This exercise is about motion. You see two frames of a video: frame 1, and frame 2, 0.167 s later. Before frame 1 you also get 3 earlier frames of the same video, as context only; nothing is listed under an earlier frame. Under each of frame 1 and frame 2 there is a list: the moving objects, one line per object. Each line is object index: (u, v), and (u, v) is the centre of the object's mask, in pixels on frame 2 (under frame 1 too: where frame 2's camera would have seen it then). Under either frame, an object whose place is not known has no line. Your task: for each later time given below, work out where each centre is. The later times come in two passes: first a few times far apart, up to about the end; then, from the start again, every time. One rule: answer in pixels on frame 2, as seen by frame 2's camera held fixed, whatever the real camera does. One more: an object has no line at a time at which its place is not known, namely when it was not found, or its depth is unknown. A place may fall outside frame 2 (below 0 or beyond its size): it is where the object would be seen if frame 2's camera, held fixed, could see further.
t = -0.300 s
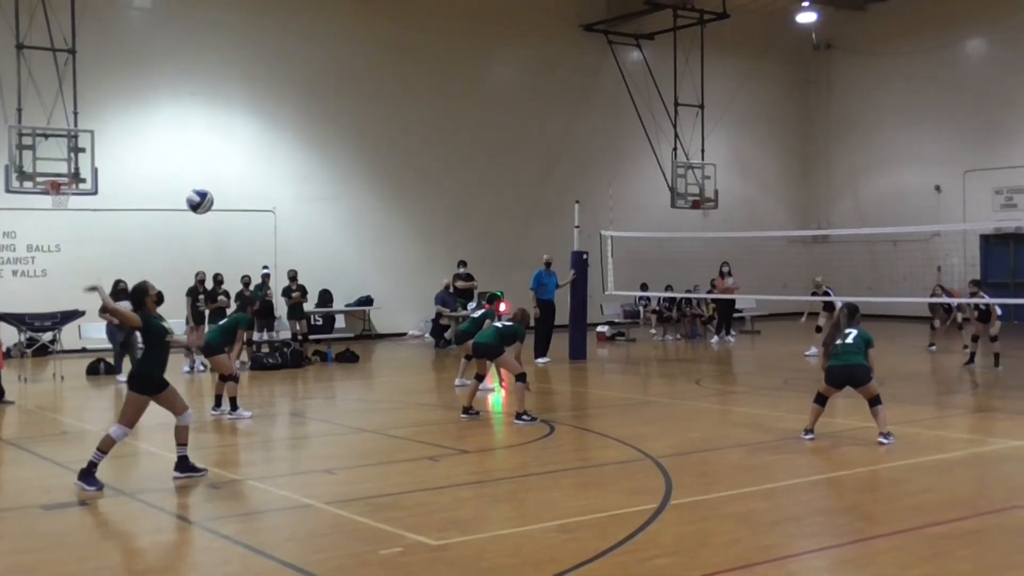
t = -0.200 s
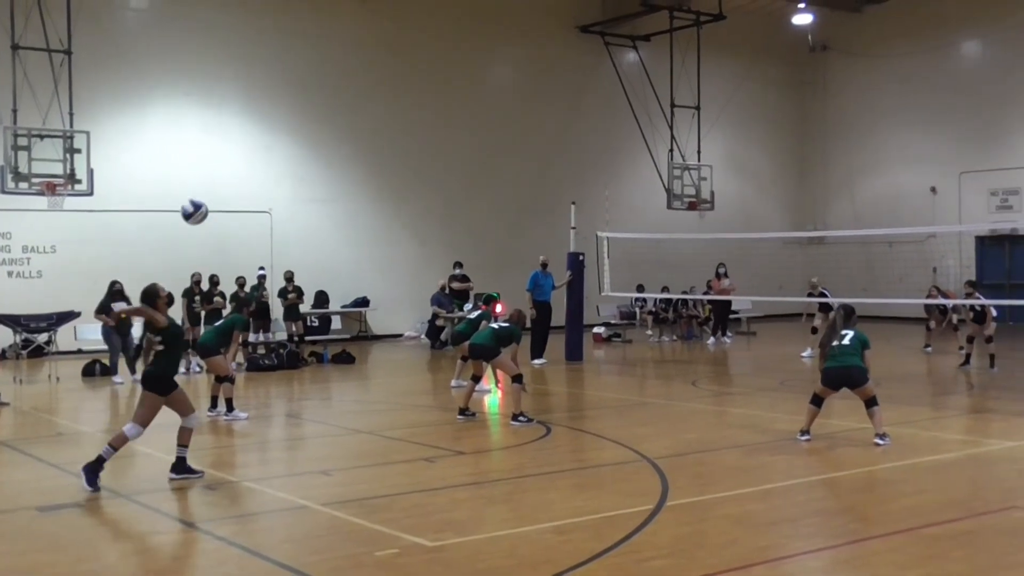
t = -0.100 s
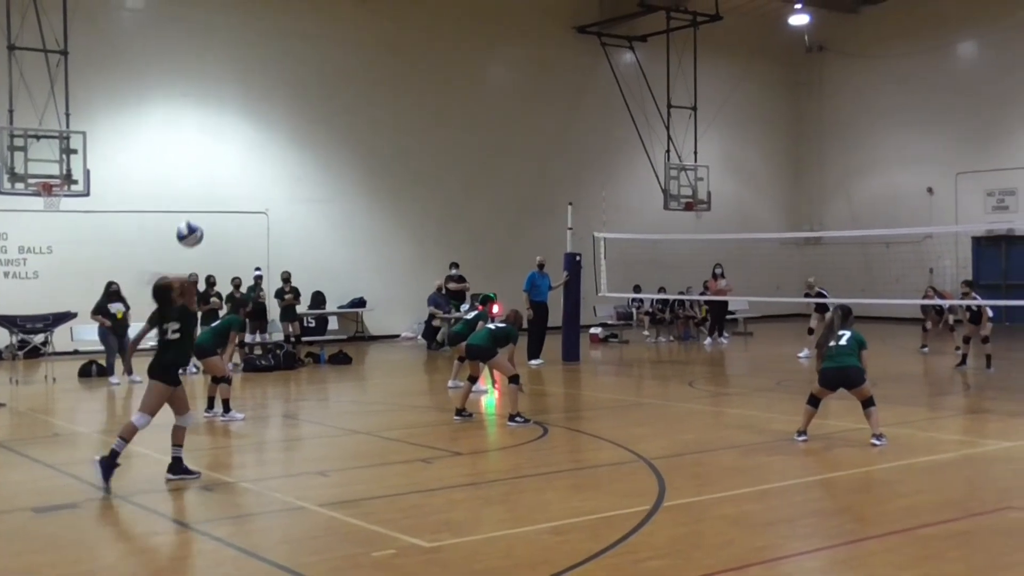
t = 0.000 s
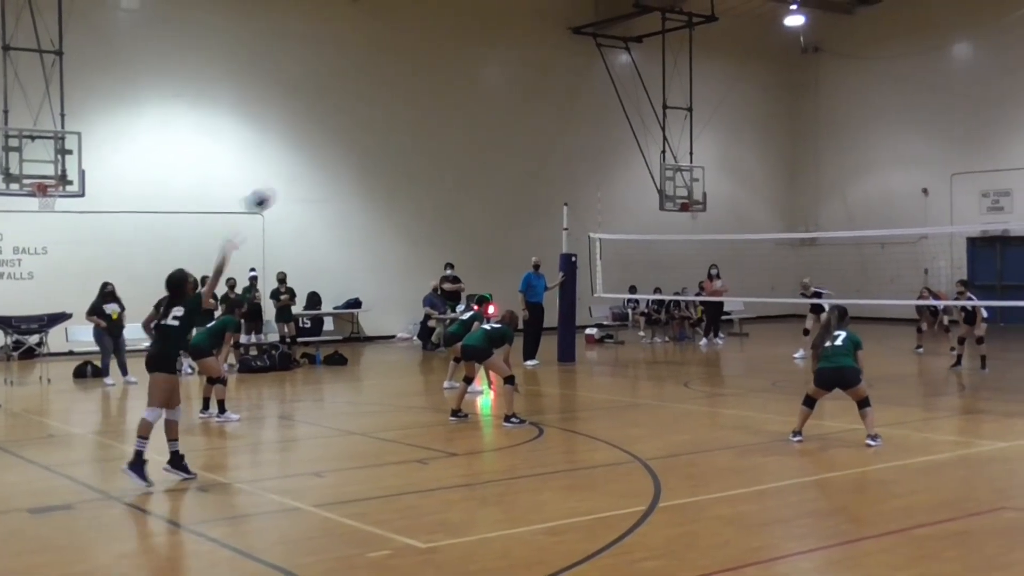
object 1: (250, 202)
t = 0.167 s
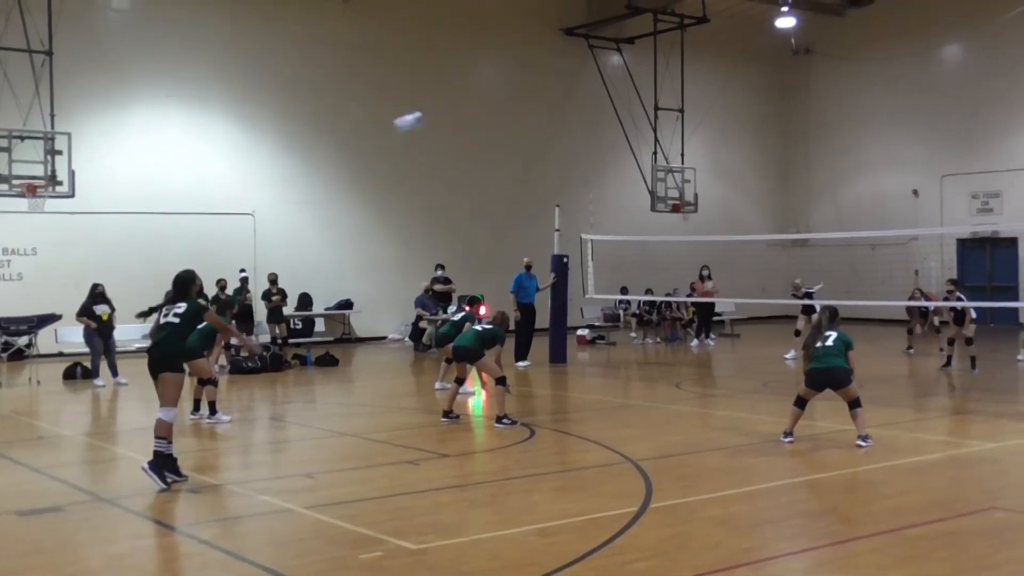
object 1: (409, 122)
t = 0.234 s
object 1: (462, 103)
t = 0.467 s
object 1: (624, 81)
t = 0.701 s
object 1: (746, 108)
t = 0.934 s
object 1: (839, 173)
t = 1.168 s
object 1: (895, 232)
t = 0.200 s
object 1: (437, 111)
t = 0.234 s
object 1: (462, 103)
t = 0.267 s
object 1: (488, 97)
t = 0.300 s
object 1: (513, 92)
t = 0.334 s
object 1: (538, 88)
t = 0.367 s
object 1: (561, 85)
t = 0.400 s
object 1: (583, 83)
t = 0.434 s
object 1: (604, 82)
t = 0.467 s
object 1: (624, 81)
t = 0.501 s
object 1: (643, 82)
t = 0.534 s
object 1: (660, 86)
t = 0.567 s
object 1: (680, 86)
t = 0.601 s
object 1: (698, 92)
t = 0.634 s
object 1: (714, 96)
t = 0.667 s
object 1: (730, 101)
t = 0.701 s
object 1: (746, 108)
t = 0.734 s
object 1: (761, 115)
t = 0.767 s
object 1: (773, 124)
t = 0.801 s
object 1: (788, 132)
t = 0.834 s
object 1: (801, 141)
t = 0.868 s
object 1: (814, 152)
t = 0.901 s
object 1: (826, 163)
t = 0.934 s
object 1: (839, 173)
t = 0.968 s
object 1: (851, 185)
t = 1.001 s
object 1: (861, 198)
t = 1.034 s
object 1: (872, 211)
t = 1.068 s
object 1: (881, 224)
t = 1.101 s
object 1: (889, 232)
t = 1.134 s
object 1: (892, 233)
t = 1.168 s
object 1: (895, 232)
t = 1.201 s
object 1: (897, 234)
